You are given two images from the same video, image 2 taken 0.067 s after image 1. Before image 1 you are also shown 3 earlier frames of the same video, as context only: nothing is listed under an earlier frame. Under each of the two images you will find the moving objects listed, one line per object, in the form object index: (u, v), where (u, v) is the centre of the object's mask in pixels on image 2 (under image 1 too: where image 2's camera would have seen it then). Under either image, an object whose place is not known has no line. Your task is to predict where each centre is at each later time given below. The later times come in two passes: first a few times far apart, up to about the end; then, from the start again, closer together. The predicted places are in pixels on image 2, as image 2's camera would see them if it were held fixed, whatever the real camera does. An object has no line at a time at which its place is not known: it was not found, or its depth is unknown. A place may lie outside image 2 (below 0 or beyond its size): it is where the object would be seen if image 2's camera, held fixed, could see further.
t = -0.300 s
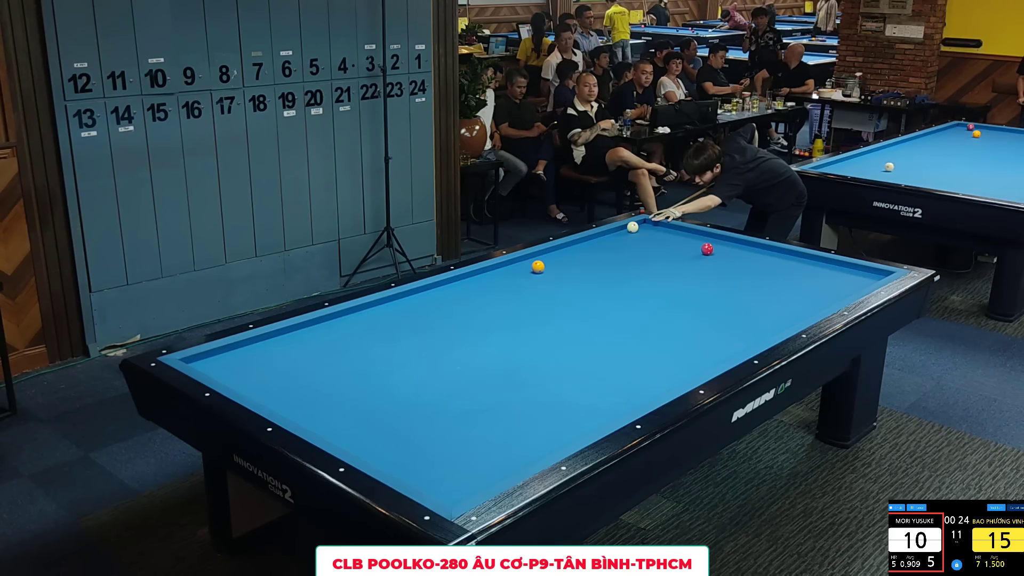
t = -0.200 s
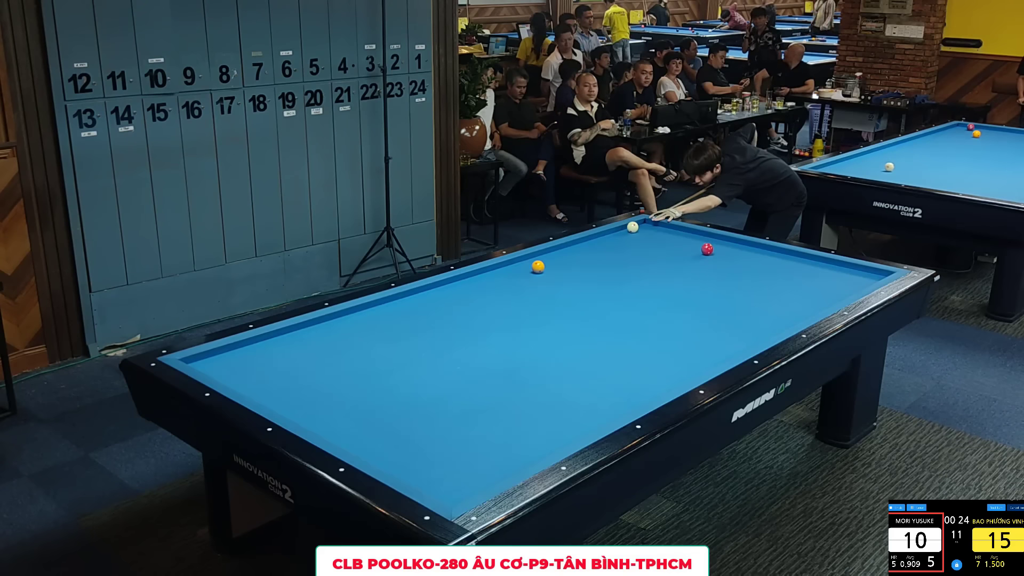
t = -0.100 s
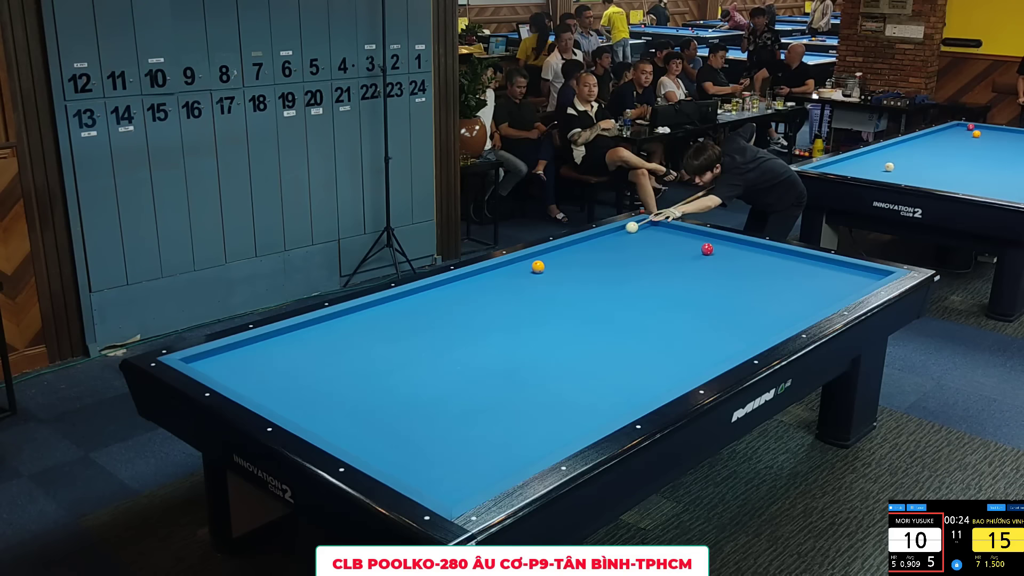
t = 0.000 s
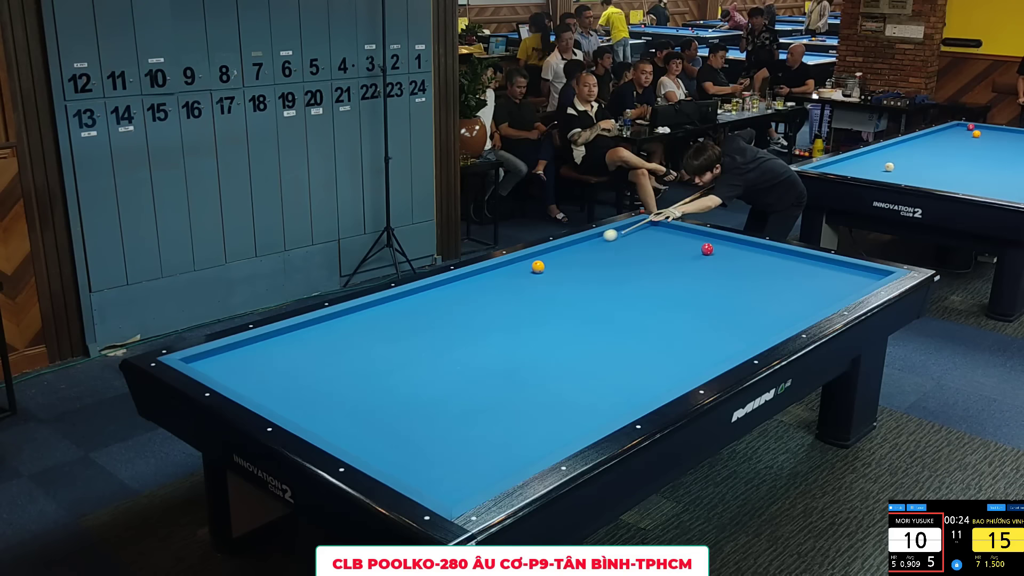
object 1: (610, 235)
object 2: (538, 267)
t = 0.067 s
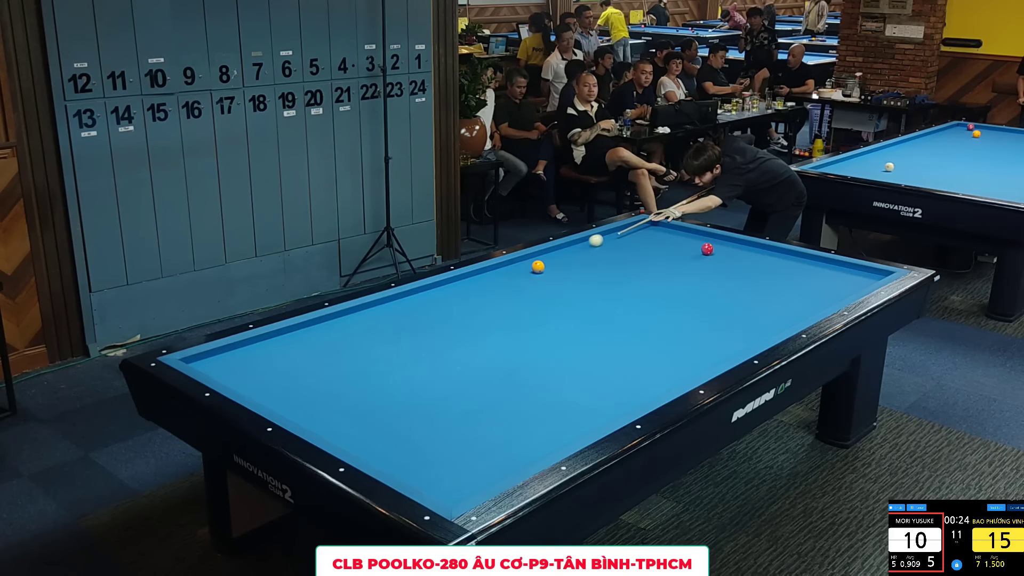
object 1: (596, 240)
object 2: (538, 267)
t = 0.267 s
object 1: (552, 257)
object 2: (538, 267)
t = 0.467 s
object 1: (504, 265)
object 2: (540, 278)
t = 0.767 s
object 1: (465, 289)
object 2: (543, 300)
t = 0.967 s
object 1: (435, 307)
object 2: (546, 315)
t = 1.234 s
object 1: (389, 334)
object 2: (550, 337)
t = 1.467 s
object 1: (342, 362)
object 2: (554, 358)
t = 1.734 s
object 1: (280, 398)
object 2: (559, 385)
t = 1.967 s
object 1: (336, 398)
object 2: (563, 412)
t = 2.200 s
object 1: (400, 396)
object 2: (565, 438)
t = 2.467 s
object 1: (470, 393)
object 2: (517, 442)
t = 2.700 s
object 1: (530, 390)
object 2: (476, 444)
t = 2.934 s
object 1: (588, 389)
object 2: (436, 447)
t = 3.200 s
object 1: (652, 386)
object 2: (390, 450)
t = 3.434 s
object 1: (674, 374)
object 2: (360, 447)
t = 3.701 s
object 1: (677, 356)
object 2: (359, 433)
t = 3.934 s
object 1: (680, 342)
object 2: (358, 420)
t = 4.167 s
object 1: (683, 329)
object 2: (357, 409)
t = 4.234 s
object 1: (683, 326)
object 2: (357, 406)
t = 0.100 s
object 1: (589, 243)
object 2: (538, 267)
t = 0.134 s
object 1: (582, 246)
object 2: (538, 267)
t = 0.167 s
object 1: (575, 248)
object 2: (538, 267)
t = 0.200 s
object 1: (567, 251)
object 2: (538, 267)
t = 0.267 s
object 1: (552, 257)
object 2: (538, 267)
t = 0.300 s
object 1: (546, 259)
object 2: (538, 267)
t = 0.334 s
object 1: (536, 260)
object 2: (538, 267)
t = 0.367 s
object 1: (528, 263)
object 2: (538, 270)
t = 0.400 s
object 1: (520, 264)
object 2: (538, 273)
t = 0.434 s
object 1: (512, 264)
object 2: (539, 275)
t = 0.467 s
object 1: (504, 265)
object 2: (540, 278)
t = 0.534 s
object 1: (496, 270)
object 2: (541, 283)
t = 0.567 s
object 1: (492, 272)
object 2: (541, 286)
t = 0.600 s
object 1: (488, 275)
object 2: (541, 288)
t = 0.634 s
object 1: (484, 278)
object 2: (542, 290)
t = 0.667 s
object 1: (479, 281)
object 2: (542, 292)
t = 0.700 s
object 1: (474, 283)
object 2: (543, 295)
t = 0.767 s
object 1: (465, 289)
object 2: (543, 300)
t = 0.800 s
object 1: (460, 292)
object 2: (544, 302)
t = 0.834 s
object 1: (455, 295)
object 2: (544, 305)
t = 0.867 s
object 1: (450, 298)
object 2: (545, 307)
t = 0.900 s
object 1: (445, 301)
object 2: (545, 310)
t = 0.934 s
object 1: (440, 304)
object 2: (546, 312)
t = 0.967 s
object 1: (435, 307)
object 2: (546, 315)
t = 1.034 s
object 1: (424, 313)
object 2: (547, 320)
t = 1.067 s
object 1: (418, 317)
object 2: (547, 323)
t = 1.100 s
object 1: (412, 320)
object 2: (548, 326)
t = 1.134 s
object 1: (407, 323)
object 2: (548, 328)
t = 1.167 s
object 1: (401, 327)
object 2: (549, 331)
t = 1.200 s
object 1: (395, 331)
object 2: (549, 334)
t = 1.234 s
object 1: (389, 334)
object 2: (550, 337)
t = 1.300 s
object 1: (376, 342)
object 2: (551, 343)
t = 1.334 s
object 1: (370, 346)
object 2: (552, 346)
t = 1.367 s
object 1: (363, 350)
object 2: (552, 349)
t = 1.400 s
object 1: (356, 353)
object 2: (553, 352)
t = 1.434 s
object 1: (349, 358)
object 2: (553, 355)
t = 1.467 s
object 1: (342, 362)
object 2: (554, 358)
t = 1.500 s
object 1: (335, 366)
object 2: (554, 361)
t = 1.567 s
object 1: (320, 375)
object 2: (555, 368)
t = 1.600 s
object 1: (312, 379)
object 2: (556, 371)
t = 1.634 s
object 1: (304, 384)
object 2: (557, 375)
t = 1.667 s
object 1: (297, 389)
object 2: (557, 378)
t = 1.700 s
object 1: (288, 393)
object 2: (558, 382)
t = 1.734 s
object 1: (280, 398)
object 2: (559, 385)
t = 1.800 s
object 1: (280, 403)
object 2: (560, 393)
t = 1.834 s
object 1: (292, 402)
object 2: (561, 396)
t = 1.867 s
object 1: (304, 401)
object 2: (561, 400)
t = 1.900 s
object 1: (315, 400)
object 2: (562, 404)
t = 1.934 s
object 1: (326, 399)
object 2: (563, 408)
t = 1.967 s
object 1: (336, 398)
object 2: (563, 412)
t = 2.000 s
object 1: (346, 398)
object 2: (564, 416)
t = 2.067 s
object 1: (364, 397)
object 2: (565, 424)
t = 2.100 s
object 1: (373, 397)
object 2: (566, 429)
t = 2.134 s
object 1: (382, 397)
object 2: (567, 433)
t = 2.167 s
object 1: (391, 396)
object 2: (567, 436)
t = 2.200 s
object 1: (400, 396)
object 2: (565, 438)
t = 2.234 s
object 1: (409, 395)
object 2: (559, 439)
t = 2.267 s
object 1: (418, 395)
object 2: (552, 440)
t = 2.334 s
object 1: (436, 394)
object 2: (541, 440)
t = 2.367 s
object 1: (444, 394)
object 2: (535, 441)
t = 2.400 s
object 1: (453, 394)
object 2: (529, 441)
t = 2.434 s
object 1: (462, 393)
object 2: (523, 441)
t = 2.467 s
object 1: (470, 393)
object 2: (517, 442)
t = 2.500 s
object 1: (479, 392)
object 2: (511, 442)
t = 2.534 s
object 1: (488, 392)
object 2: (505, 442)
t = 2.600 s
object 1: (505, 391)
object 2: (494, 443)
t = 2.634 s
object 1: (513, 391)
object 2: (488, 443)
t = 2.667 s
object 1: (521, 391)
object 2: (482, 444)
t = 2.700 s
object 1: (530, 390)
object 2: (476, 444)
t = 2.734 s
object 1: (538, 390)
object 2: (471, 444)
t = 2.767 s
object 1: (547, 390)
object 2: (465, 445)
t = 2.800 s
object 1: (555, 390)
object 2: (459, 445)
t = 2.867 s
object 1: (571, 389)
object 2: (448, 446)
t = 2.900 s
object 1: (580, 389)
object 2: (442, 446)
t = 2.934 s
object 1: (588, 389)
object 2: (436, 447)
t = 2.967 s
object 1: (596, 388)
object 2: (430, 447)
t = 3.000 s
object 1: (604, 388)
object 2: (425, 447)
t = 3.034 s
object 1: (612, 388)
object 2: (419, 448)
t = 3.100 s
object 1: (628, 387)
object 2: (407, 449)
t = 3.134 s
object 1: (636, 387)
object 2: (402, 449)
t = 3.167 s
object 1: (644, 386)
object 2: (396, 449)
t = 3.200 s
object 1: (652, 386)
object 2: (390, 450)
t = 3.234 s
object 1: (659, 385)
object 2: (385, 450)
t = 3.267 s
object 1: (667, 384)
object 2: (379, 450)
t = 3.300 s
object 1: (672, 383)
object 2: (373, 451)
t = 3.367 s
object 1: (672, 379)
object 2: (363, 450)
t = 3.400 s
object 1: (673, 377)
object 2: (360, 449)
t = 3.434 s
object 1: (674, 374)
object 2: (360, 447)
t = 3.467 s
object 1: (674, 372)
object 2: (360, 446)
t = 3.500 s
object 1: (675, 370)
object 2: (360, 444)
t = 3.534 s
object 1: (675, 367)
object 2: (359, 442)
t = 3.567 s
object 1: (676, 365)
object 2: (359, 440)
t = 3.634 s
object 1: (676, 360)
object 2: (359, 436)
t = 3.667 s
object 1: (677, 359)
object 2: (359, 434)
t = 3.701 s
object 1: (677, 356)
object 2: (359, 433)
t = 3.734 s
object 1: (678, 354)
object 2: (359, 431)
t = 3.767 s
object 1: (678, 352)
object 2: (358, 429)
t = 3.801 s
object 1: (679, 350)
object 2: (358, 427)
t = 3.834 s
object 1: (679, 348)
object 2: (358, 425)
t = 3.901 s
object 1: (680, 344)
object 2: (358, 422)
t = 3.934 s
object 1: (680, 342)
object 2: (358, 420)
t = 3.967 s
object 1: (681, 340)
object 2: (357, 418)
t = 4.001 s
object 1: (681, 339)
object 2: (357, 417)
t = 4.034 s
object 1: (682, 337)
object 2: (357, 415)
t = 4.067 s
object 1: (682, 335)
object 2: (357, 414)
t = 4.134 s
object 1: (683, 331)
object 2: (357, 410)
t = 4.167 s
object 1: (683, 329)
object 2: (357, 409)
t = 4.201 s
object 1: (683, 328)
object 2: (357, 407)
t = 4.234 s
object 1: (683, 326)
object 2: (357, 406)
